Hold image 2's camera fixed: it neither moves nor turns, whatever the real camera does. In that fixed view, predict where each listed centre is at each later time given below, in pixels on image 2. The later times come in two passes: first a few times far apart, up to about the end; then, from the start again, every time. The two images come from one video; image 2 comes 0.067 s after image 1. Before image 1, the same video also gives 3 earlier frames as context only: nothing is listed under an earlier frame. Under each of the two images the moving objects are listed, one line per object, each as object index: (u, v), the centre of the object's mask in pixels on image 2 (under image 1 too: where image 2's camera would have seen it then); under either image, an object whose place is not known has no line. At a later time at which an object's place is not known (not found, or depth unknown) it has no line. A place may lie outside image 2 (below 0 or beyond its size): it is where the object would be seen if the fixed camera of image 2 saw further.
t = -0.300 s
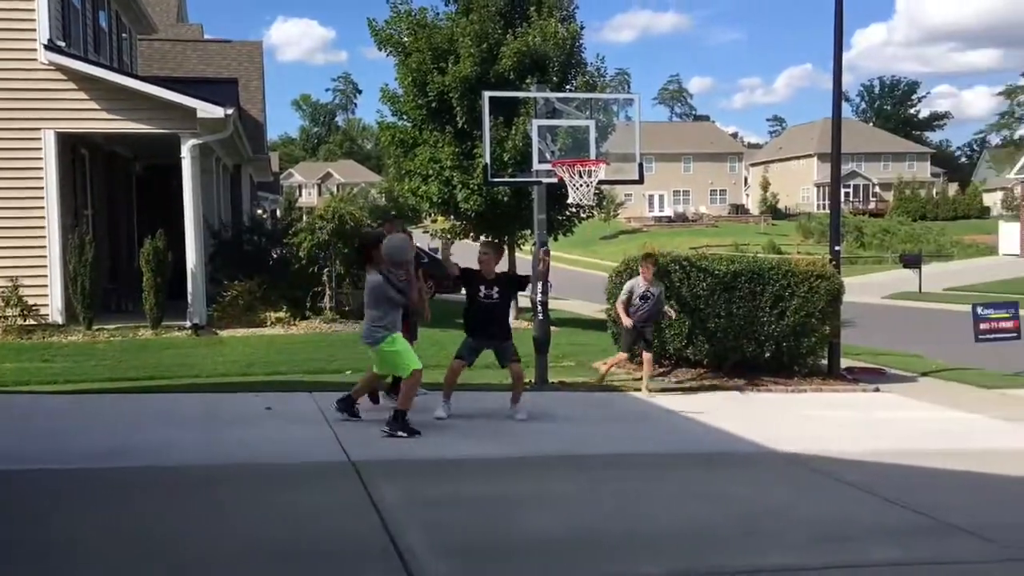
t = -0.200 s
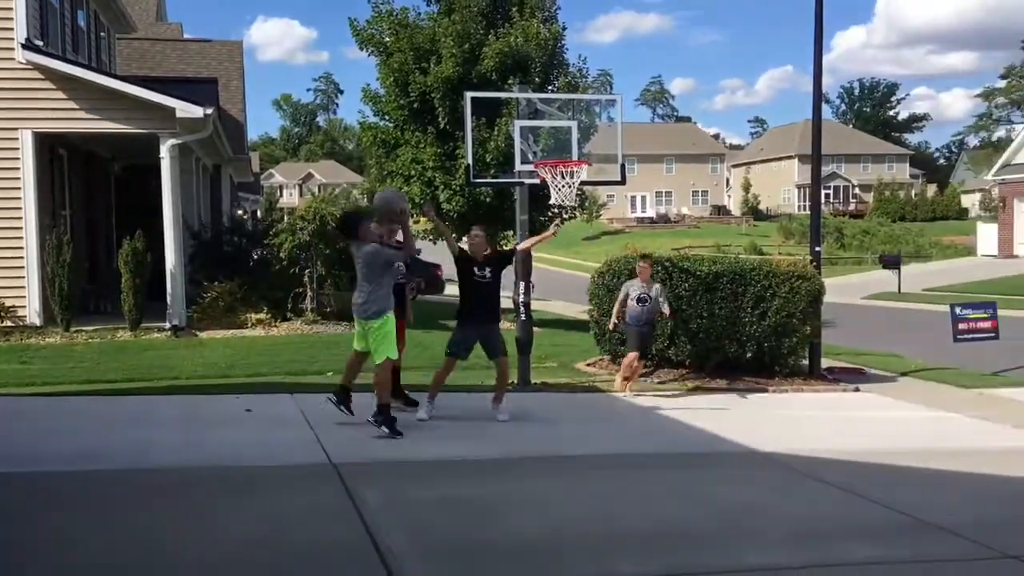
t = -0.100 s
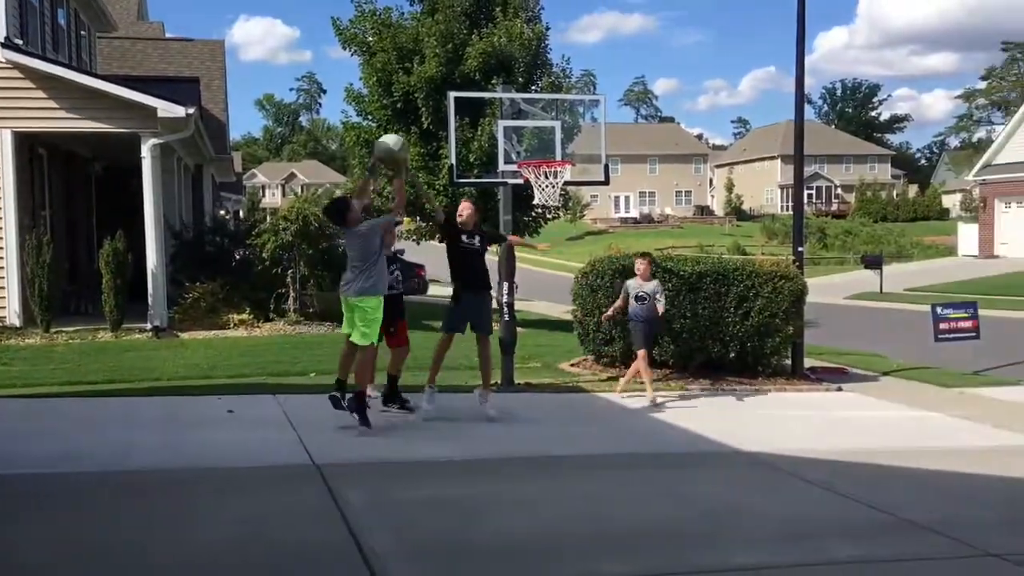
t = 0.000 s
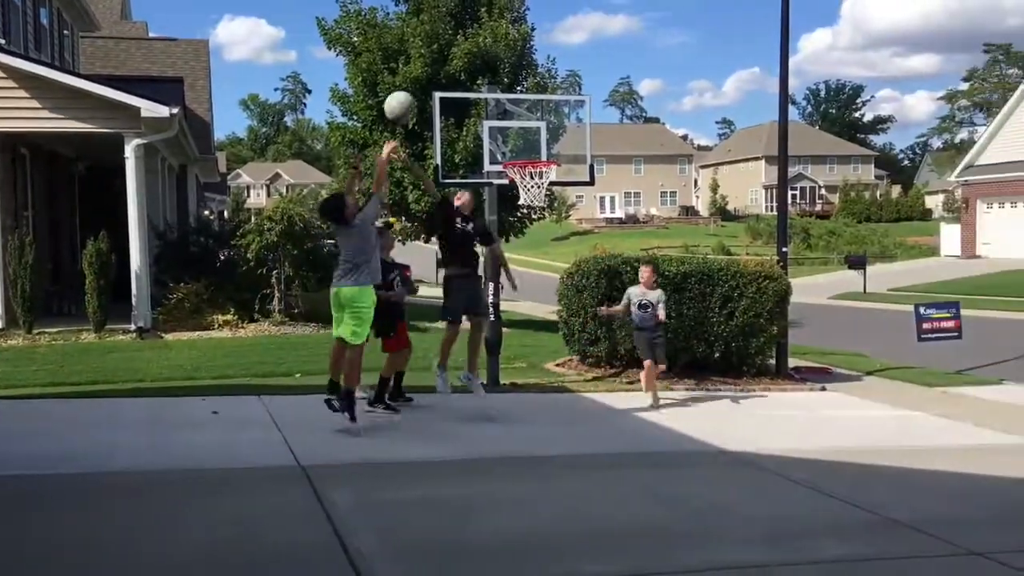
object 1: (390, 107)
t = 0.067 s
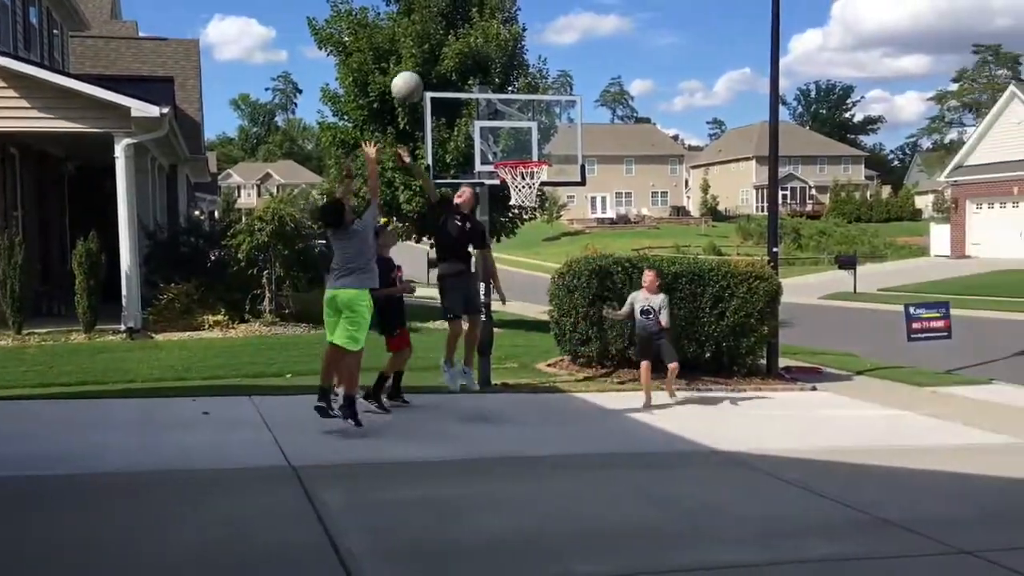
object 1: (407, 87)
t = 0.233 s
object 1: (446, 65)
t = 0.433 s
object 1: (487, 83)
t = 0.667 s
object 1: (530, 158)
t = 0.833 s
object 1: (508, 191)
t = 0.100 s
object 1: (415, 80)
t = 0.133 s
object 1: (423, 74)
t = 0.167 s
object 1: (431, 70)
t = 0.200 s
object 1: (438, 67)
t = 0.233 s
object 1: (446, 65)
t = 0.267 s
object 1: (453, 65)
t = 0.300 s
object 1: (460, 66)
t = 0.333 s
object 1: (467, 69)
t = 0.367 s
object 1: (474, 73)
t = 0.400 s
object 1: (479, 77)
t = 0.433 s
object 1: (487, 83)
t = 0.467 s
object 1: (494, 89)
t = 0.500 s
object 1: (500, 99)
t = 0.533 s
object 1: (507, 109)
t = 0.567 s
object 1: (512, 117)
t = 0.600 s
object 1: (517, 129)
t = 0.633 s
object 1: (524, 144)
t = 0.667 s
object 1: (530, 158)
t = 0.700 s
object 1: (529, 169)
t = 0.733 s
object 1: (525, 176)
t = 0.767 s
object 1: (521, 180)
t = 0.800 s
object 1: (515, 190)
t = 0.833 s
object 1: (508, 191)
